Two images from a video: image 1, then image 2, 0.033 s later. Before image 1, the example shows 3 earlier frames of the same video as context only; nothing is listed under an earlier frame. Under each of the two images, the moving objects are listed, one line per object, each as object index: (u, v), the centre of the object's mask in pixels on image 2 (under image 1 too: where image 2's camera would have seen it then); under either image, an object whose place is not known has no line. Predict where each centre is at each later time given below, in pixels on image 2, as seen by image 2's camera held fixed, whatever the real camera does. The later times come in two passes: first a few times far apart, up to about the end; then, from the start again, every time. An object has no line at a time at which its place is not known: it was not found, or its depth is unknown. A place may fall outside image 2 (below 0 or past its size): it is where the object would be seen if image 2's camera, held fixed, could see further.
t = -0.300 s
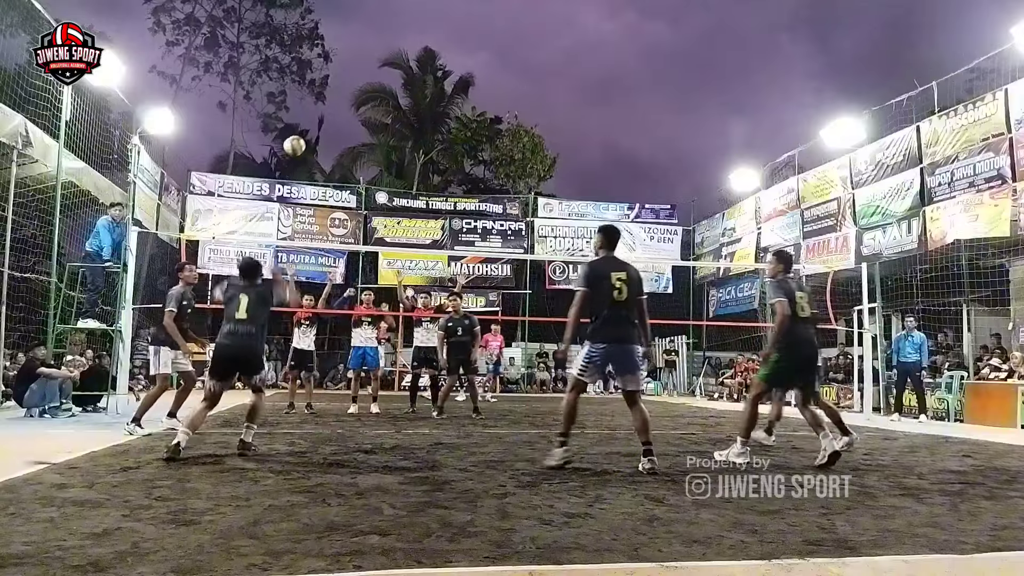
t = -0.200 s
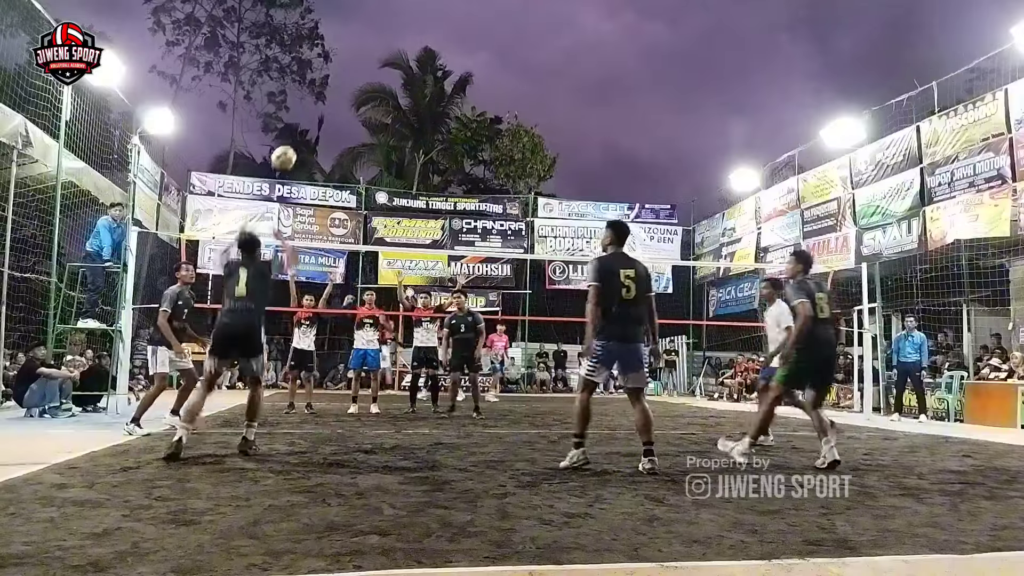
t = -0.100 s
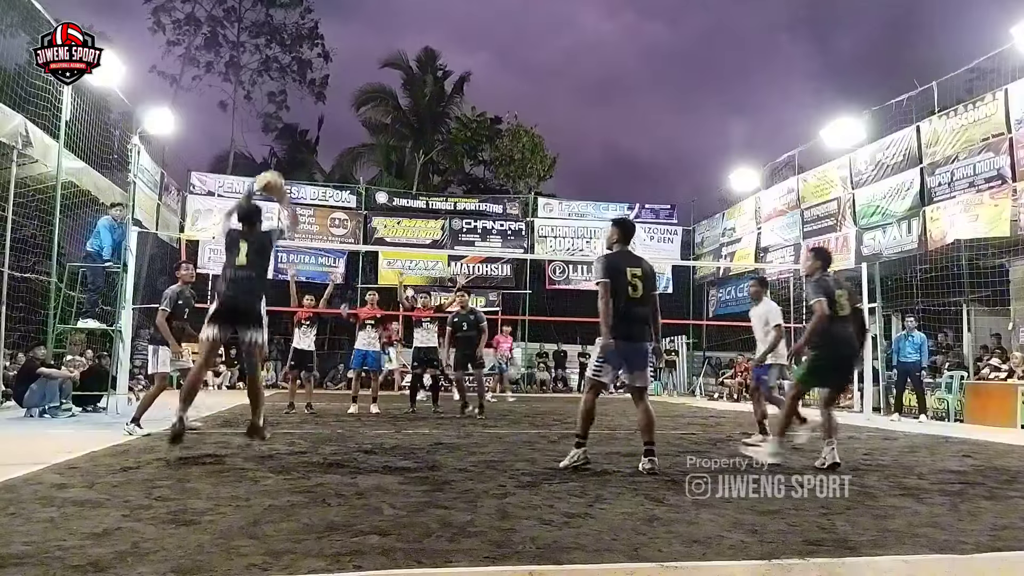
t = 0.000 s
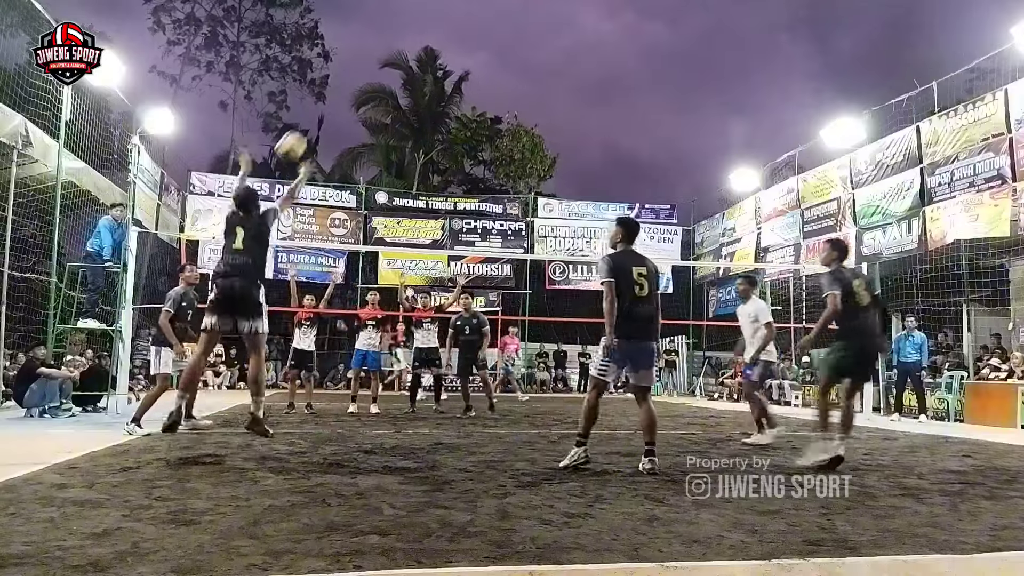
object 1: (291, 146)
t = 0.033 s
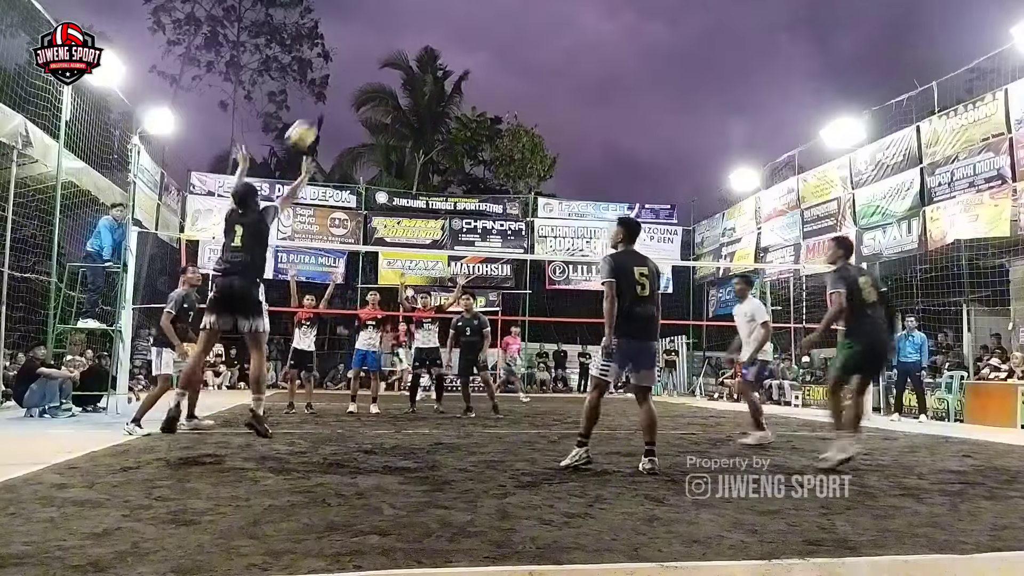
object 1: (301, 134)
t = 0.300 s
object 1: (367, 92)
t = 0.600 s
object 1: (422, 129)
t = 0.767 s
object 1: (447, 179)
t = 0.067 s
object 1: (310, 125)
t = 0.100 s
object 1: (319, 116)
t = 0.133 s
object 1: (327, 108)
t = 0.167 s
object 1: (336, 103)
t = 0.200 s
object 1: (344, 98)
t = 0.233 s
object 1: (352, 95)
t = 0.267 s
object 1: (360, 93)
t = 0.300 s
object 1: (367, 92)
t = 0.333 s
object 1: (373, 92)
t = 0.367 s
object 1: (381, 94)
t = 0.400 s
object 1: (387, 96)
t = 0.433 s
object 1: (393, 99)
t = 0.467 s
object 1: (399, 102)
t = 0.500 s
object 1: (405, 108)
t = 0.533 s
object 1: (411, 115)
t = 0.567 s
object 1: (416, 122)
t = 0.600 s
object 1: (422, 129)
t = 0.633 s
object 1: (427, 137)
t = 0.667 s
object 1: (433, 147)
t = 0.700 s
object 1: (438, 157)
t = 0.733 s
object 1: (443, 167)
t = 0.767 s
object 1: (447, 179)
